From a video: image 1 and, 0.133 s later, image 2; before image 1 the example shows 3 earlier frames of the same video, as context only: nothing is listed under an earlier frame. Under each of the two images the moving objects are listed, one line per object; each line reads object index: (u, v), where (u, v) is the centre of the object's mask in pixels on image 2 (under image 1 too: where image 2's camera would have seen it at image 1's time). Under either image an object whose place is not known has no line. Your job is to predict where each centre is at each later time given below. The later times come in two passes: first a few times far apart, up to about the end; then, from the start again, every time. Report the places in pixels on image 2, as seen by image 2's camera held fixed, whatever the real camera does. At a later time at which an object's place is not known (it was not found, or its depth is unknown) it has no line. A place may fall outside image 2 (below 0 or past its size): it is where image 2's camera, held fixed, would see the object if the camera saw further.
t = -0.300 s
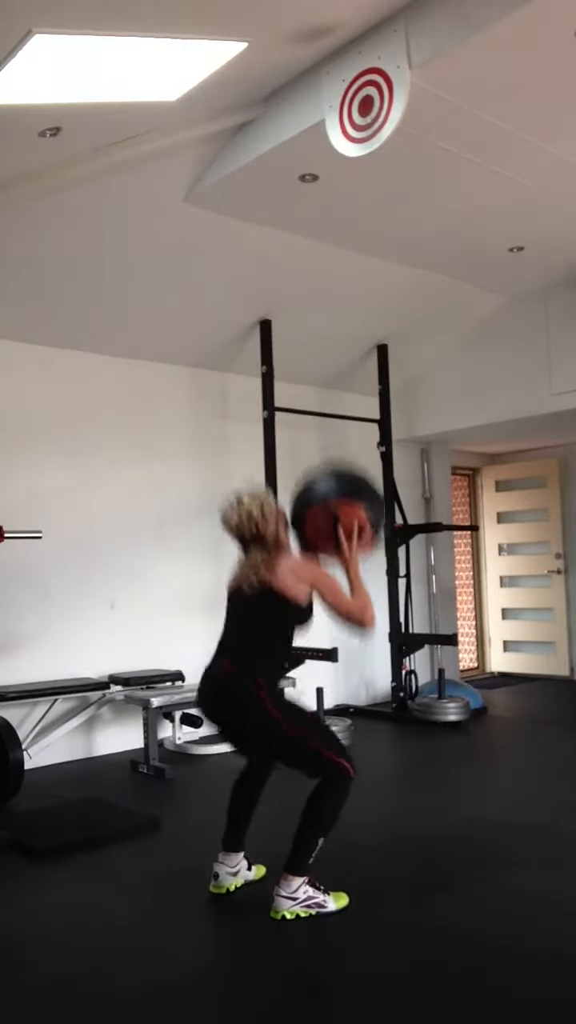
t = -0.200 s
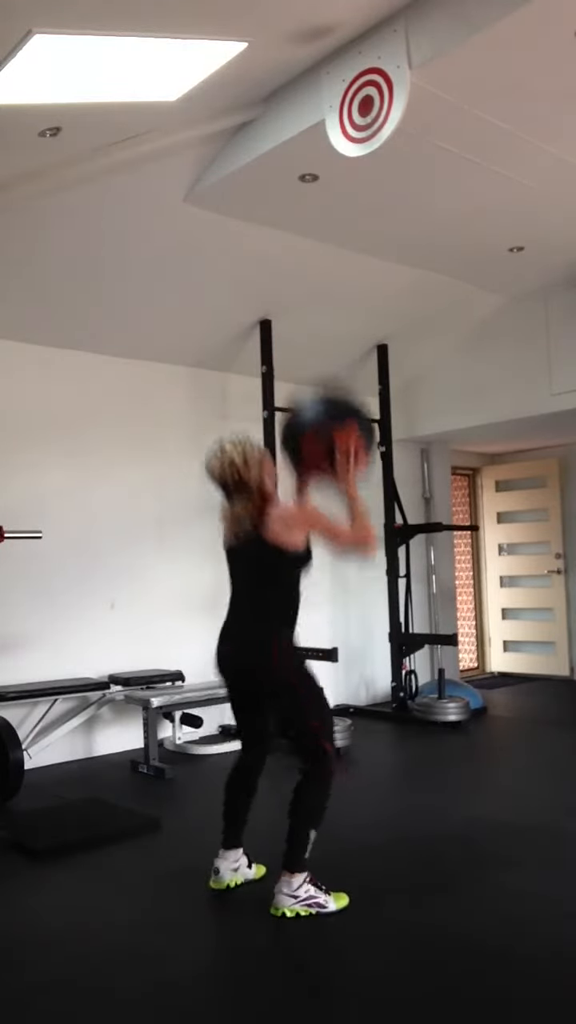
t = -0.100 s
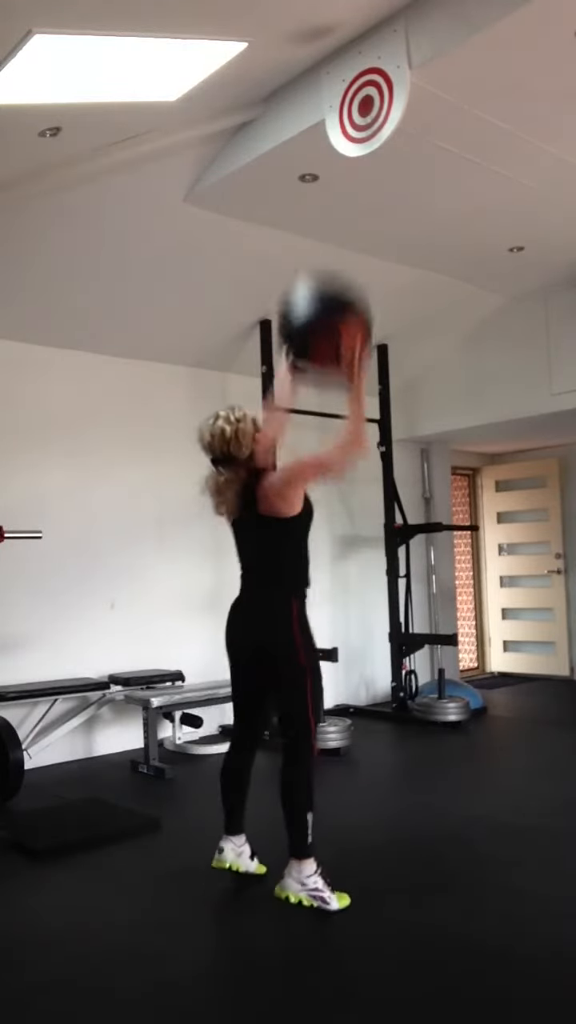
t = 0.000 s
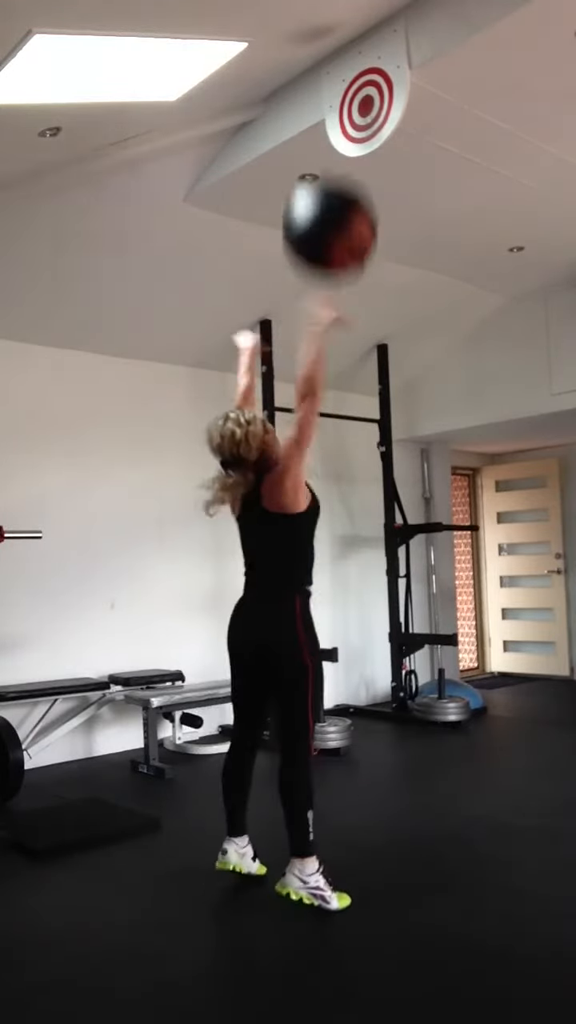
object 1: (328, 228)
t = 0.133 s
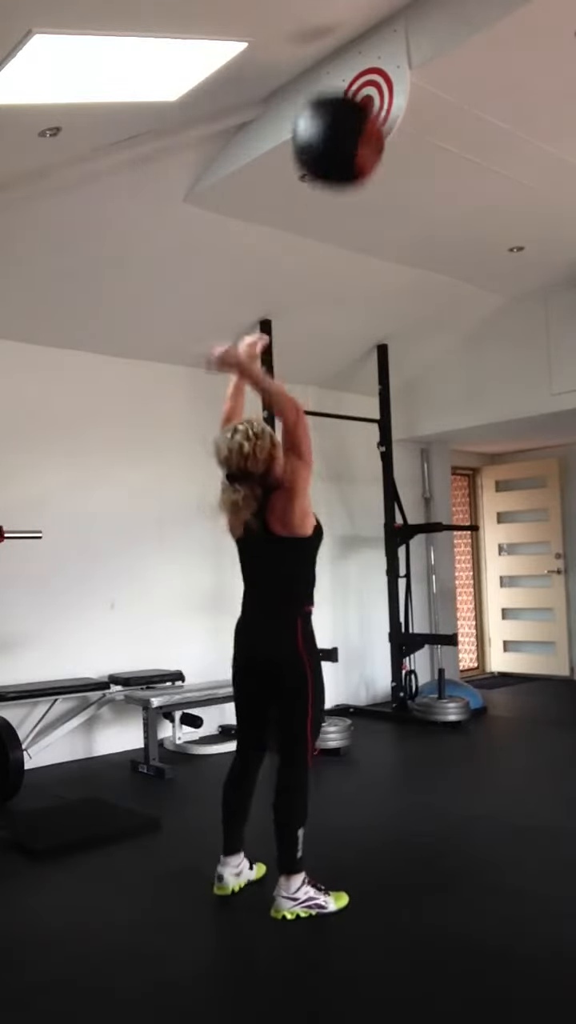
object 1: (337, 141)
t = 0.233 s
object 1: (346, 104)
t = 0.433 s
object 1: (331, 107)
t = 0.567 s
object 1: (319, 162)
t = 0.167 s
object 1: (341, 125)
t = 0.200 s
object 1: (343, 113)
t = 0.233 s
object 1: (346, 104)
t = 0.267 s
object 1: (346, 102)
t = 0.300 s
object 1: (345, 99)
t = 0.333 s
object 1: (341, 95)
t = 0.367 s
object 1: (339, 96)
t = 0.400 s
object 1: (334, 100)
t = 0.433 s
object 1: (331, 107)
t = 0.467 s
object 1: (327, 116)
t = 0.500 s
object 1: (324, 129)
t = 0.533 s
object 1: (322, 144)
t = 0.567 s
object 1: (319, 162)
